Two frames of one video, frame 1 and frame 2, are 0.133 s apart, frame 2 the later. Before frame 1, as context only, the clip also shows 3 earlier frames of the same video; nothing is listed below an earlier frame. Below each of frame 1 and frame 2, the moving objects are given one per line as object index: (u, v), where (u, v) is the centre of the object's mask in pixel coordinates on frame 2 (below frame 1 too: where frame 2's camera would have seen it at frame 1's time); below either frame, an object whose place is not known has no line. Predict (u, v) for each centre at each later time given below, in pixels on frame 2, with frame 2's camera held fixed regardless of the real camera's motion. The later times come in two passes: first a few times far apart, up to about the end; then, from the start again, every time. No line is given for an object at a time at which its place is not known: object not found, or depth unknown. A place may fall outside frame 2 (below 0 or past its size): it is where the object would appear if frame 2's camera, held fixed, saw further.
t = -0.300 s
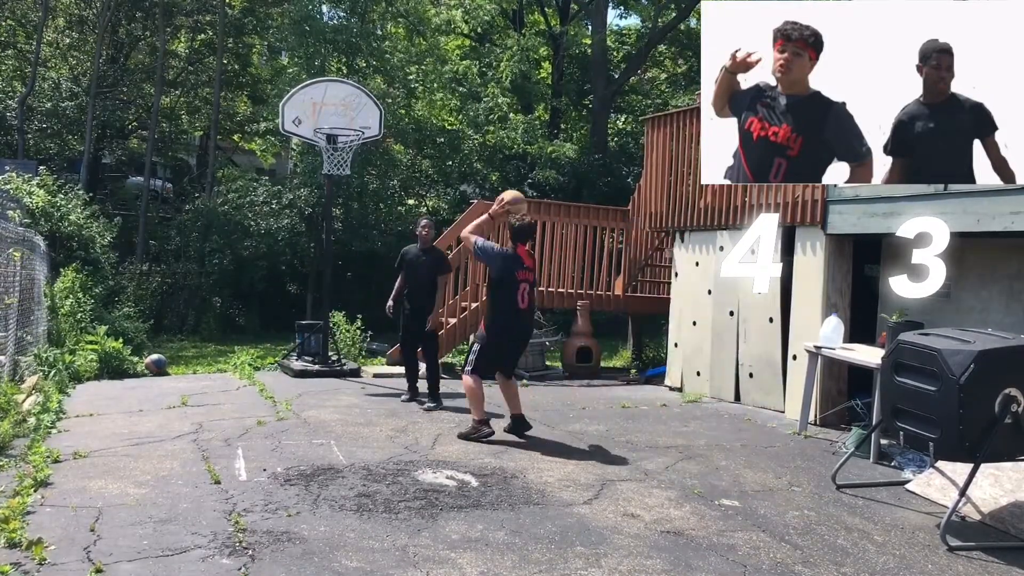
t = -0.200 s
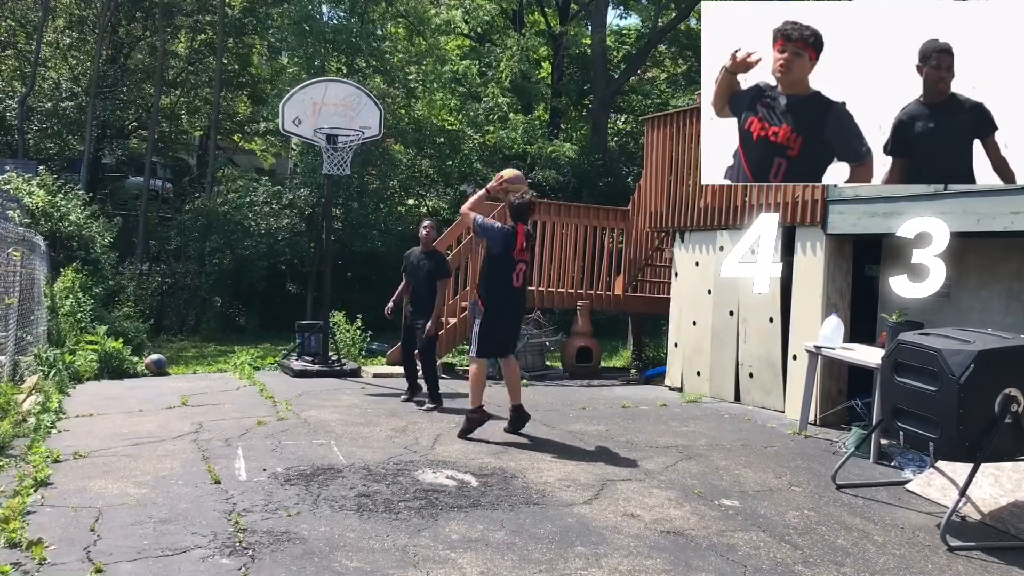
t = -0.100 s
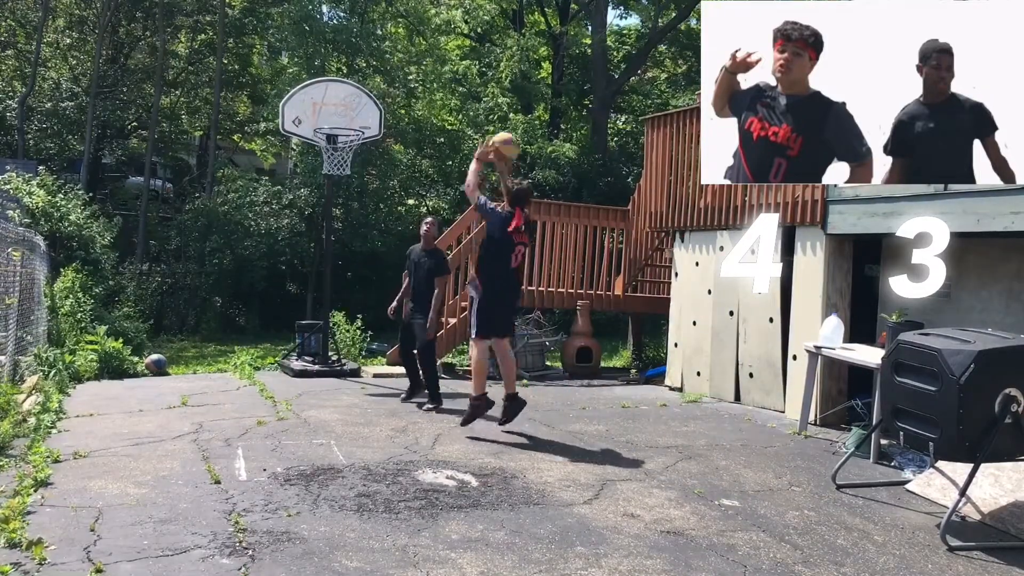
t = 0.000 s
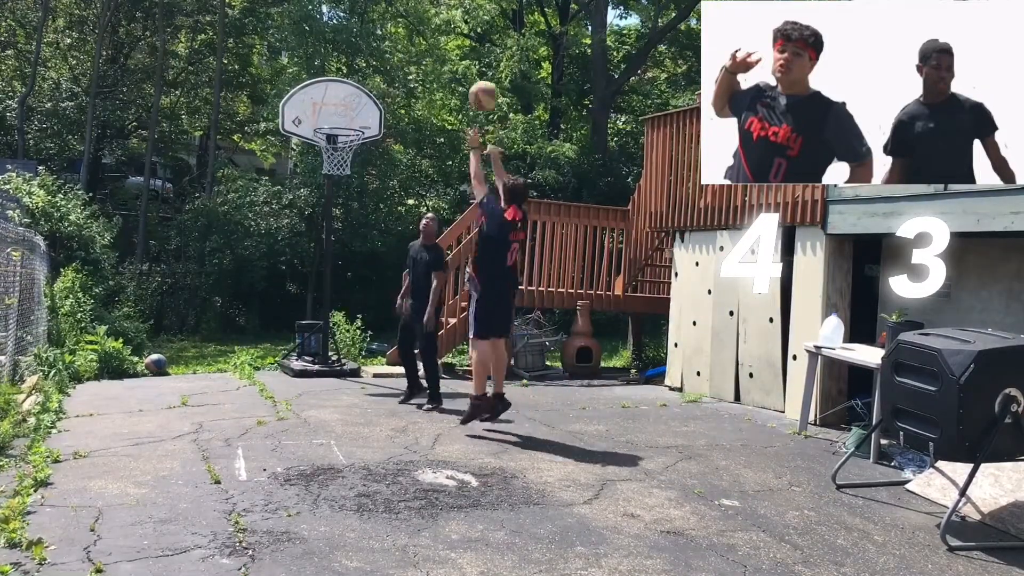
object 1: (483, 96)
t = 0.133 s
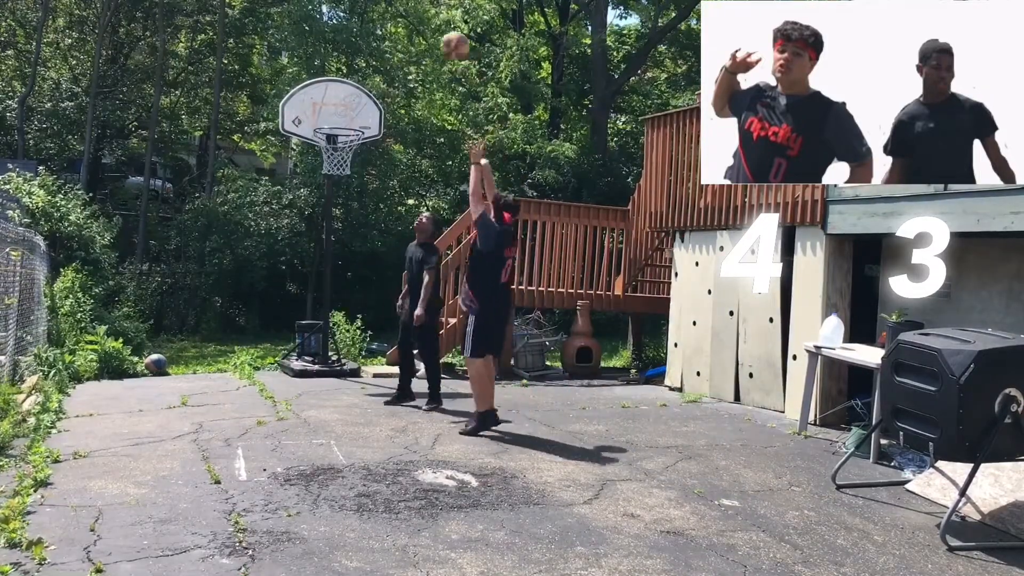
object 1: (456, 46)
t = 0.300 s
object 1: (422, 18)
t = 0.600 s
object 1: (364, 45)
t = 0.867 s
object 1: (326, 118)
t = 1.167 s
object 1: (368, 83)
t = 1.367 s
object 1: (393, 106)
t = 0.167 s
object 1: (448, 38)
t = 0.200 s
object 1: (441, 30)
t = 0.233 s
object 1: (433, 23)
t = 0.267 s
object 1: (428, 20)
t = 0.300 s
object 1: (422, 18)
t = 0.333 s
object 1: (415, 17)
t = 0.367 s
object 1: (411, 16)
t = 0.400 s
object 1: (403, 16)
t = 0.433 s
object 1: (396, 17)
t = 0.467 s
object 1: (390, 21)
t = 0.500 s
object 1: (382, 24)
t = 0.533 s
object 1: (377, 30)
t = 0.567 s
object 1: (371, 37)
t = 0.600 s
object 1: (364, 45)
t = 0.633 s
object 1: (358, 54)
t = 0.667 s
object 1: (353, 62)
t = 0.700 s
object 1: (347, 72)
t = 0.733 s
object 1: (341, 83)
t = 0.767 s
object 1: (335, 95)
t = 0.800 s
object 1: (330, 108)
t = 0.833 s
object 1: (324, 119)
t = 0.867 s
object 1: (326, 118)
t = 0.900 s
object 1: (331, 111)
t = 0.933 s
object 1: (336, 104)
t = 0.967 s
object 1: (341, 99)
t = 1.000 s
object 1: (346, 93)
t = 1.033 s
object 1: (350, 89)
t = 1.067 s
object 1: (355, 86)
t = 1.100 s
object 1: (359, 84)
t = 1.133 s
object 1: (364, 83)
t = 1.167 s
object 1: (368, 83)
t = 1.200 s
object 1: (373, 85)
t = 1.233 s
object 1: (376, 87)
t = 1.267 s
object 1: (381, 90)
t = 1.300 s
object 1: (384, 95)
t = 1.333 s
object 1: (390, 100)
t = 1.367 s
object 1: (393, 106)
